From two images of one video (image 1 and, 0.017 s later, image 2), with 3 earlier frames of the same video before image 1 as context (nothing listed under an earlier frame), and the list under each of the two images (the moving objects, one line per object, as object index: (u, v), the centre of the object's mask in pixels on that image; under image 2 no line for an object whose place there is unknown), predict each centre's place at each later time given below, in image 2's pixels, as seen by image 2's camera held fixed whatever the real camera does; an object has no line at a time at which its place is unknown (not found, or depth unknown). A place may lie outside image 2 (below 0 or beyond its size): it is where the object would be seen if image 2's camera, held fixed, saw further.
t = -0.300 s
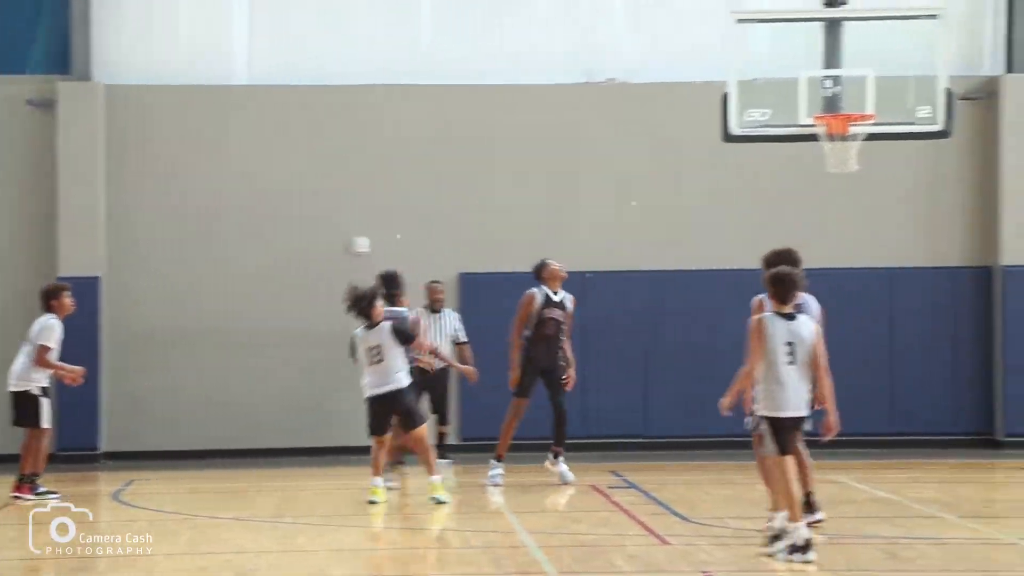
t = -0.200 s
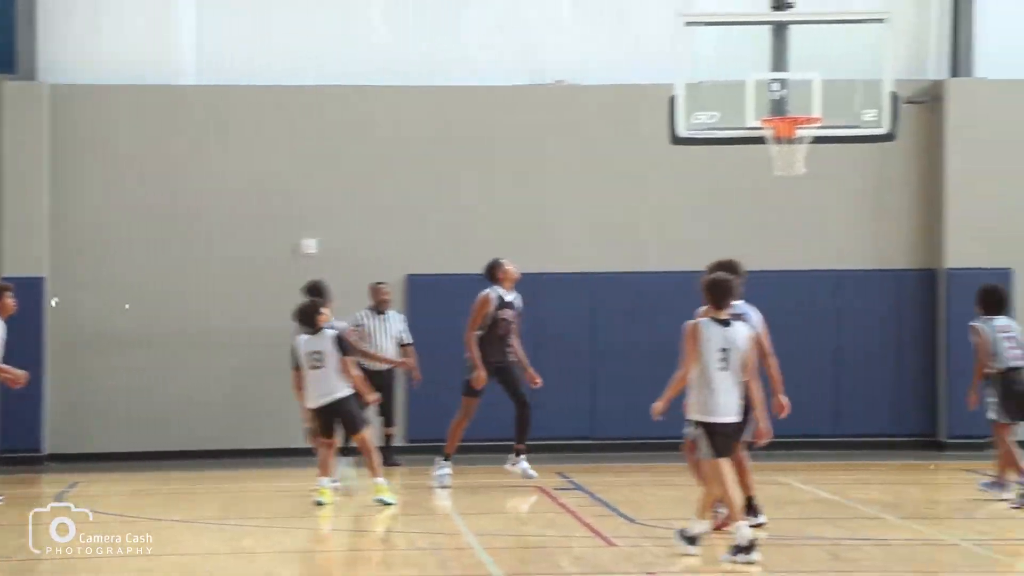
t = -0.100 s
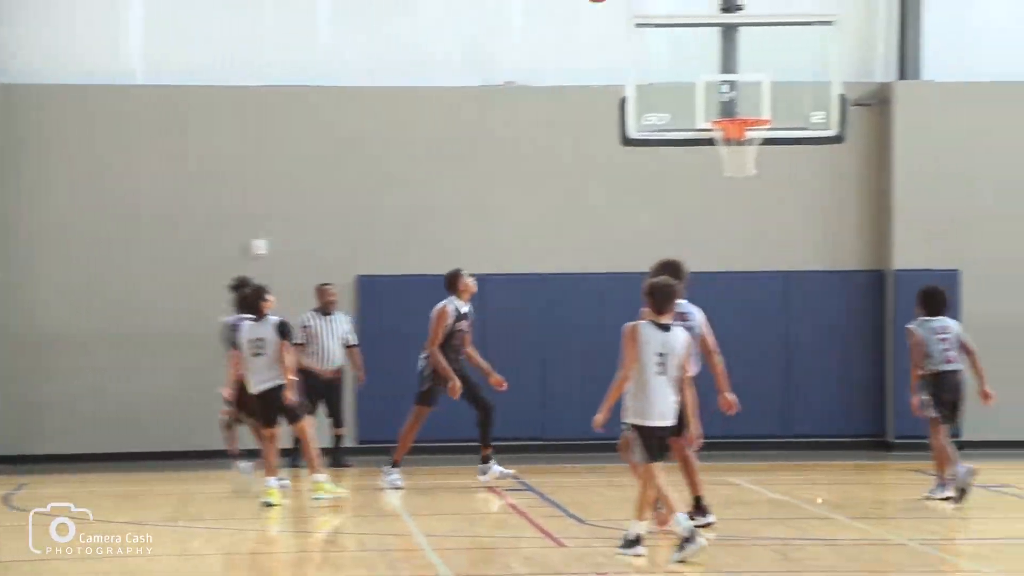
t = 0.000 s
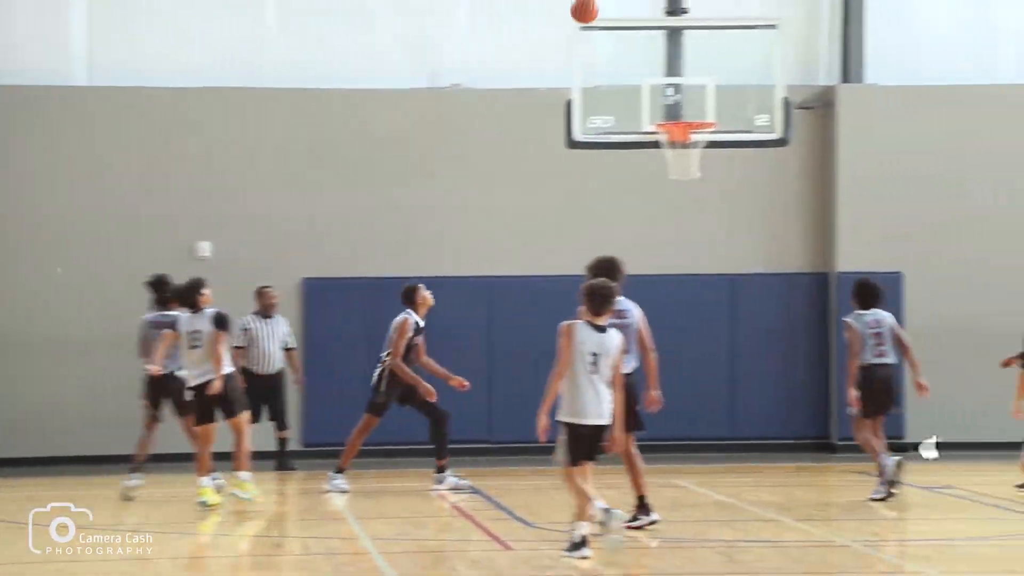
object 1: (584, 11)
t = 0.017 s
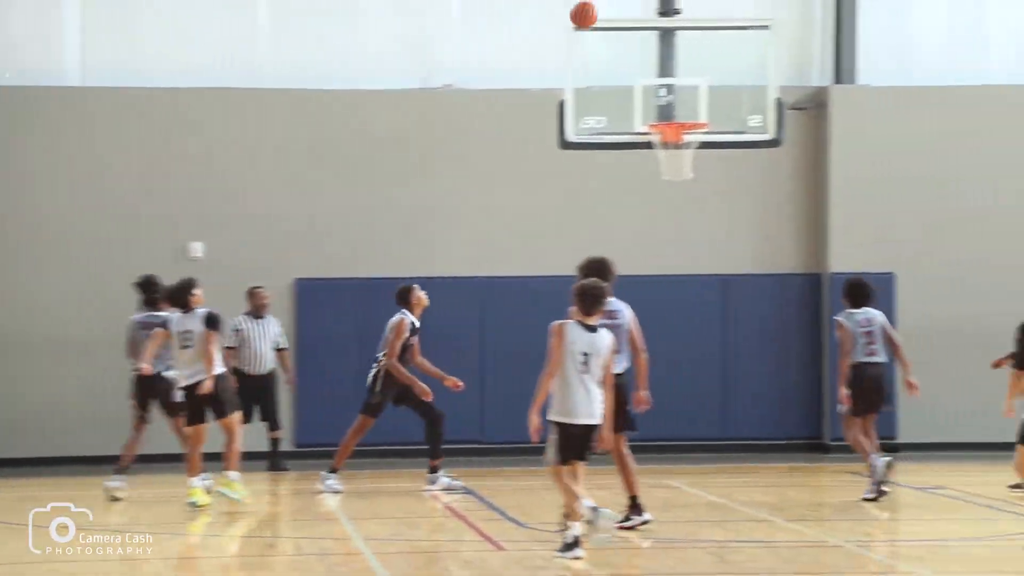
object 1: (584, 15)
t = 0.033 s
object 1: (591, 19)
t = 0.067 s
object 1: (606, 29)
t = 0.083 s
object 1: (613, 34)
